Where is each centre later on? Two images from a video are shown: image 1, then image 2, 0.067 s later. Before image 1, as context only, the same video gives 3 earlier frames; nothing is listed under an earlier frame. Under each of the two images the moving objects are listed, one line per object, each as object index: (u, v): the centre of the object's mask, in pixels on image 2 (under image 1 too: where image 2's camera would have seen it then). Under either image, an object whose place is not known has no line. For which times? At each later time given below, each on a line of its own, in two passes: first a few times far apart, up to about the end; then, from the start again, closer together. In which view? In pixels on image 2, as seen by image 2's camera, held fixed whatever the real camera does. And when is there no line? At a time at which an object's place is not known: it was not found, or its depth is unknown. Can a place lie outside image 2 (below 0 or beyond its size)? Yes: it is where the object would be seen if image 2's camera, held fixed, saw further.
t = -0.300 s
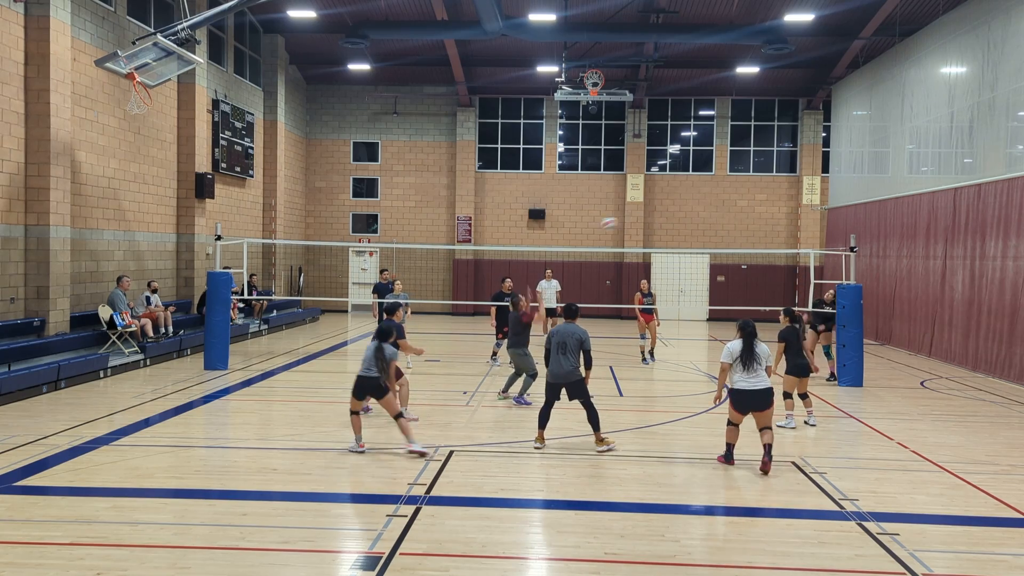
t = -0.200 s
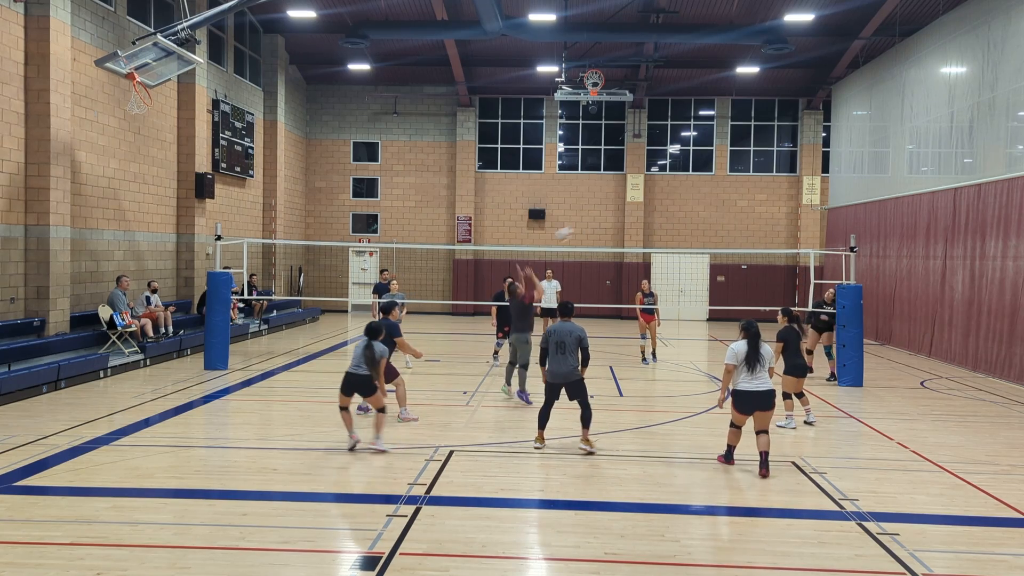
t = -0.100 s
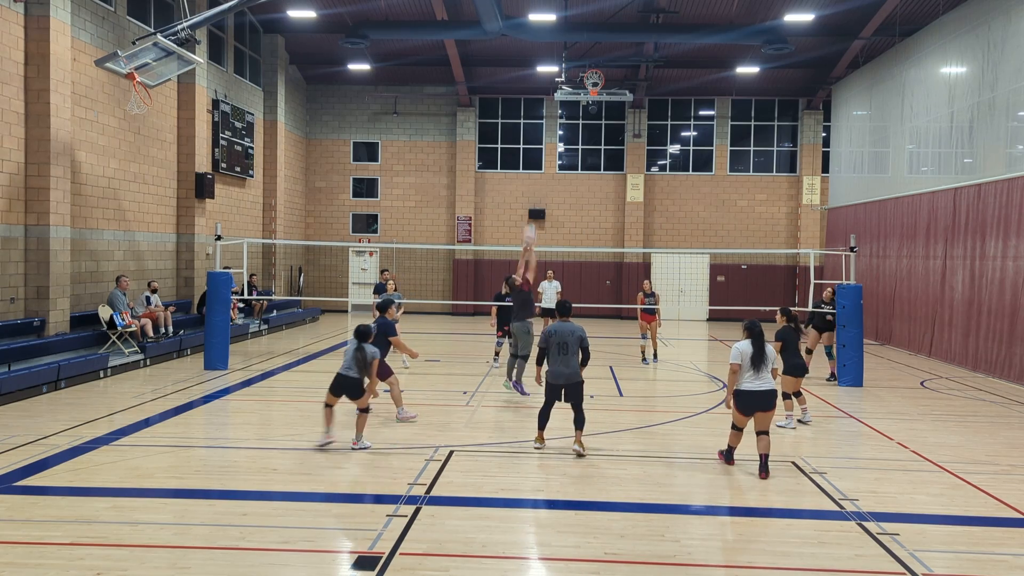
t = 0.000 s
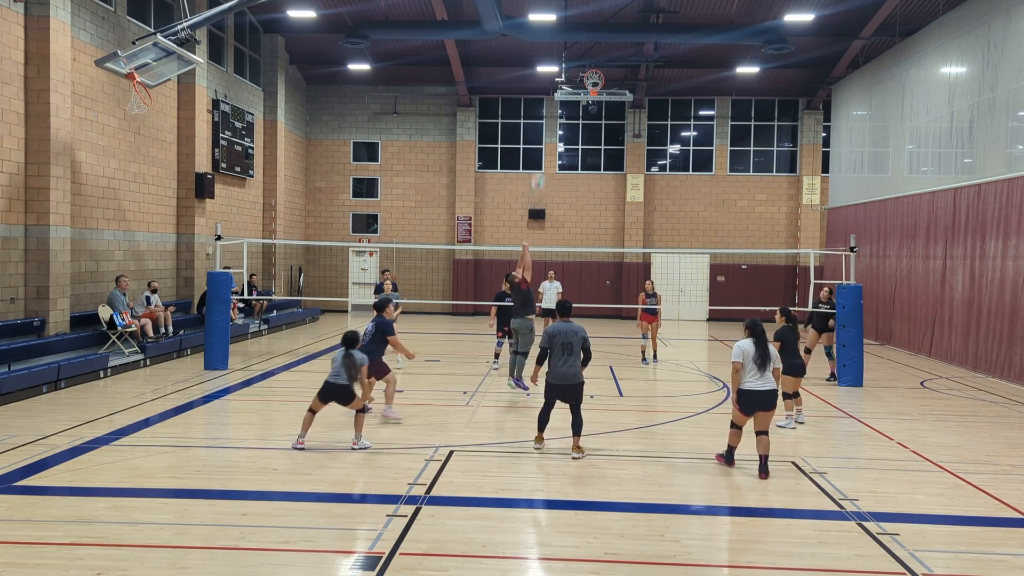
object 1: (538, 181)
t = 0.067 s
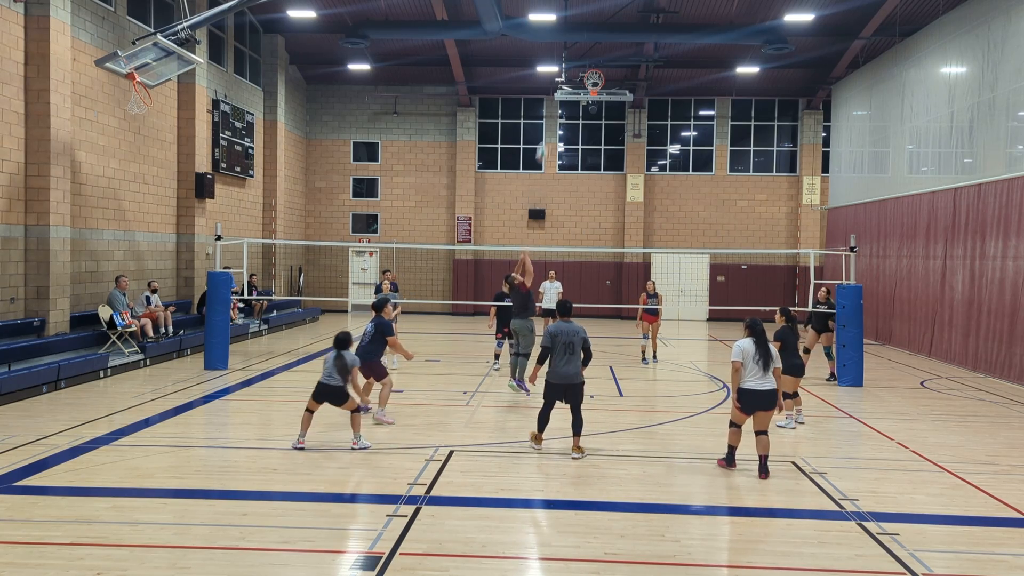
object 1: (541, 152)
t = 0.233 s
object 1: (556, 86)
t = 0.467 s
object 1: (576, 27)
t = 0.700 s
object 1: (595, 6)
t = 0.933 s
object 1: (614, 22)
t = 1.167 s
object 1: (633, 81)
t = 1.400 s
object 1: (651, 182)
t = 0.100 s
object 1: (546, 136)
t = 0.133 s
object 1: (549, 122)
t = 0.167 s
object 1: (551, 110)
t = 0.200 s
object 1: (554, 98)
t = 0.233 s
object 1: (556, 86)
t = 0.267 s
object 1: (560, 76)
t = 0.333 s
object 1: (565, 56)
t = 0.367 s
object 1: (568, 48)
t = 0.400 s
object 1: (571, 40)
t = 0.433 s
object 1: (573, 33)
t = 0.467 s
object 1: (576, 27)
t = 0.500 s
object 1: (579, 21)
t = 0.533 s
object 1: (582, 16)
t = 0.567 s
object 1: (585, 12)
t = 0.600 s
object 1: (587, 9)
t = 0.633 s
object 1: (590, 7)
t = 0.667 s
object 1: (593, 6)
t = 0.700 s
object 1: (595, 6)
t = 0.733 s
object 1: (598, 6)
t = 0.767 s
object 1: (601, 6)
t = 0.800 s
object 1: (604, 7)
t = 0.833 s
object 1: (606, 9)
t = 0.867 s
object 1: (609, 12)
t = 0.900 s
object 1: (612, 17)
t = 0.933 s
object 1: (614, 22)
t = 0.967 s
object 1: (617, 28)
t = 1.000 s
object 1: (620, 34)
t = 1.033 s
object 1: (622, 42)
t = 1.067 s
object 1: (625, 50)
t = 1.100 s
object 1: (627, 60)
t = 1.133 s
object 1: (630, 70)
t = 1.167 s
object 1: (633, 81)
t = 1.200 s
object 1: (636, 93)
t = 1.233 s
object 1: (638, 107)
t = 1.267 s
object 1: (640, 120)
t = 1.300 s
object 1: (643, 133)
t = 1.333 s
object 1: (646, 149)
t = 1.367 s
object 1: (648, 164)
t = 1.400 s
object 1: (651, 182)
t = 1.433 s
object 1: (653, 199)
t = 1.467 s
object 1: (656, 218)
